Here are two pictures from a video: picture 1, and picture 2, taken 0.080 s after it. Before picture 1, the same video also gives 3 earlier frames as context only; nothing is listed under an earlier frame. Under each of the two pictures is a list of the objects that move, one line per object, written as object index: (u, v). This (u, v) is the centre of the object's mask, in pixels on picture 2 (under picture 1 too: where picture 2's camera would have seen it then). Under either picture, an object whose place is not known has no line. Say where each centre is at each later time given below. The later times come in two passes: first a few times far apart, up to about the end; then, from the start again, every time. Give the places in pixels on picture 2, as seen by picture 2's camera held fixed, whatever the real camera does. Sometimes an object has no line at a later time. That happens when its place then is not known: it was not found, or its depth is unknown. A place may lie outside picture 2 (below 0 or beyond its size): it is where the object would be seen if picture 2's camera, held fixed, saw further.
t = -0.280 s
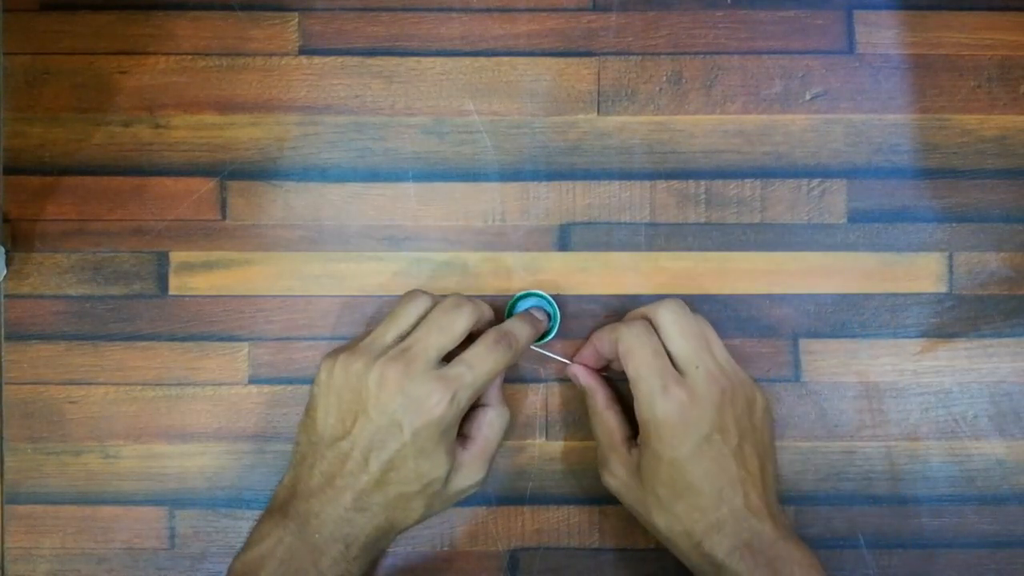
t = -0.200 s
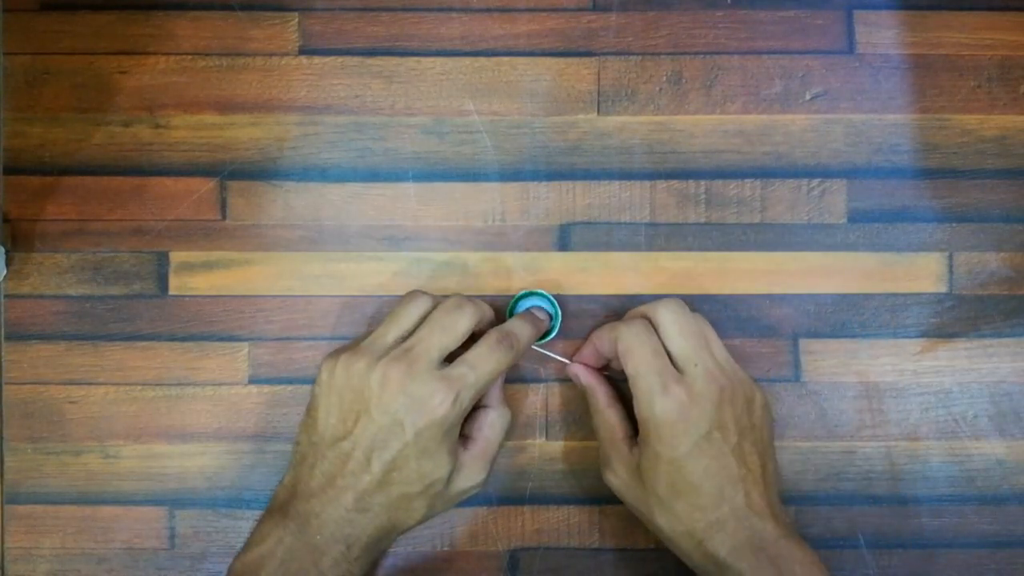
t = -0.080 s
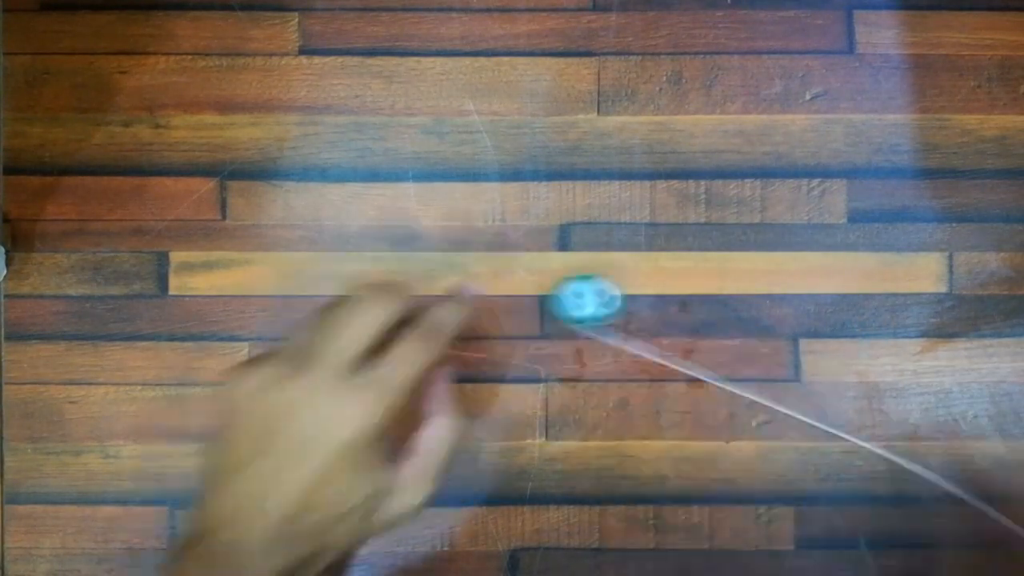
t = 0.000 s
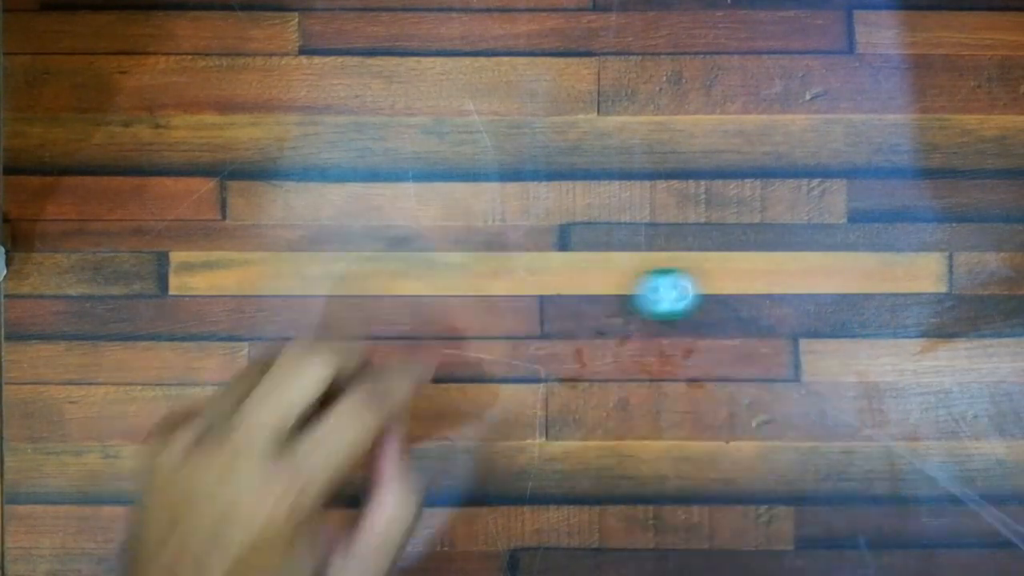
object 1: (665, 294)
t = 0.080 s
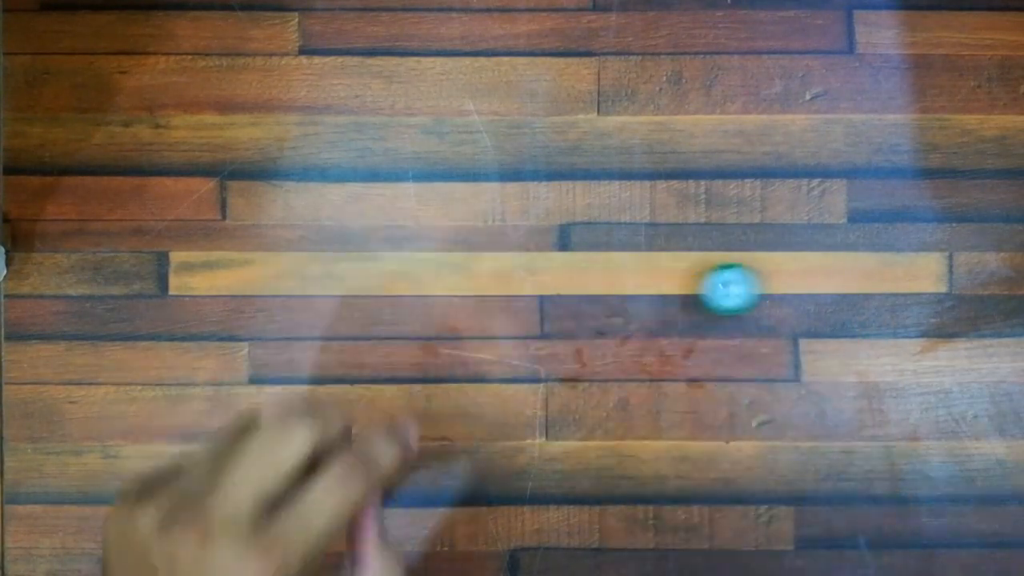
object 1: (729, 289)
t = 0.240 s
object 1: (809, 276)
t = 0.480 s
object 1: (832, 278)
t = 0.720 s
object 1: (843, 262)
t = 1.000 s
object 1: (834, 249)
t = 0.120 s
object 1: (777, 284)
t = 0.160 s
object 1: (792, 280)
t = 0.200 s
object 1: (803, 277)
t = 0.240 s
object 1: (809, 276)
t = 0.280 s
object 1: (813, 276)
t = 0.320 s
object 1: (818, 278)
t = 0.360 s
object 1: (821, 279)
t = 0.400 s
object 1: (823, 279)
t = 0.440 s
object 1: (826, 279)
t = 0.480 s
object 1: (832, 278)
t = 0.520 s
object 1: (834, 277)
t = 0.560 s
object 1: (837, 275)
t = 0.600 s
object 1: (838, 273)
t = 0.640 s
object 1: (840, 271)
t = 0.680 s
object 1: (843, 265)
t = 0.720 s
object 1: (843, 262)
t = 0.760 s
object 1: (843, 259)
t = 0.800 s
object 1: (843, 256)
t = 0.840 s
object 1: (843, 254)
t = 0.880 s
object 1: (841, 251)
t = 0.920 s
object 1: (839, 250)
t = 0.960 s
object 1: (836, 250)
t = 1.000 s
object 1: (834, 249)
